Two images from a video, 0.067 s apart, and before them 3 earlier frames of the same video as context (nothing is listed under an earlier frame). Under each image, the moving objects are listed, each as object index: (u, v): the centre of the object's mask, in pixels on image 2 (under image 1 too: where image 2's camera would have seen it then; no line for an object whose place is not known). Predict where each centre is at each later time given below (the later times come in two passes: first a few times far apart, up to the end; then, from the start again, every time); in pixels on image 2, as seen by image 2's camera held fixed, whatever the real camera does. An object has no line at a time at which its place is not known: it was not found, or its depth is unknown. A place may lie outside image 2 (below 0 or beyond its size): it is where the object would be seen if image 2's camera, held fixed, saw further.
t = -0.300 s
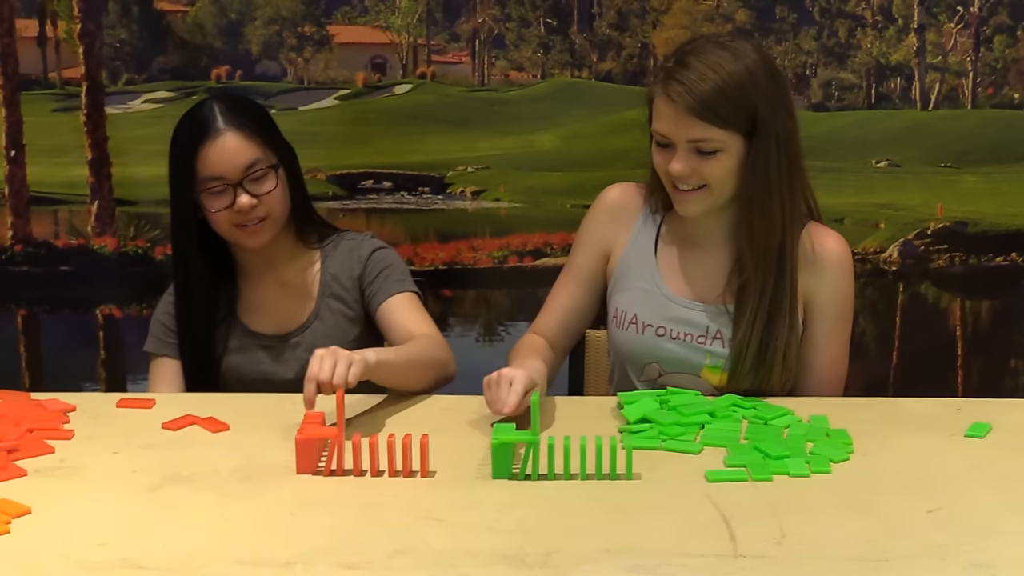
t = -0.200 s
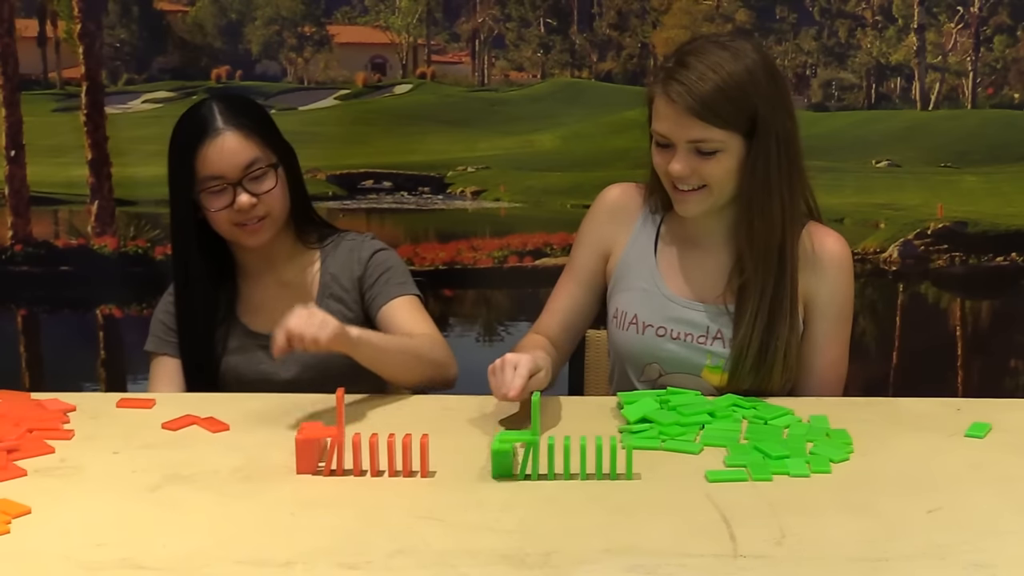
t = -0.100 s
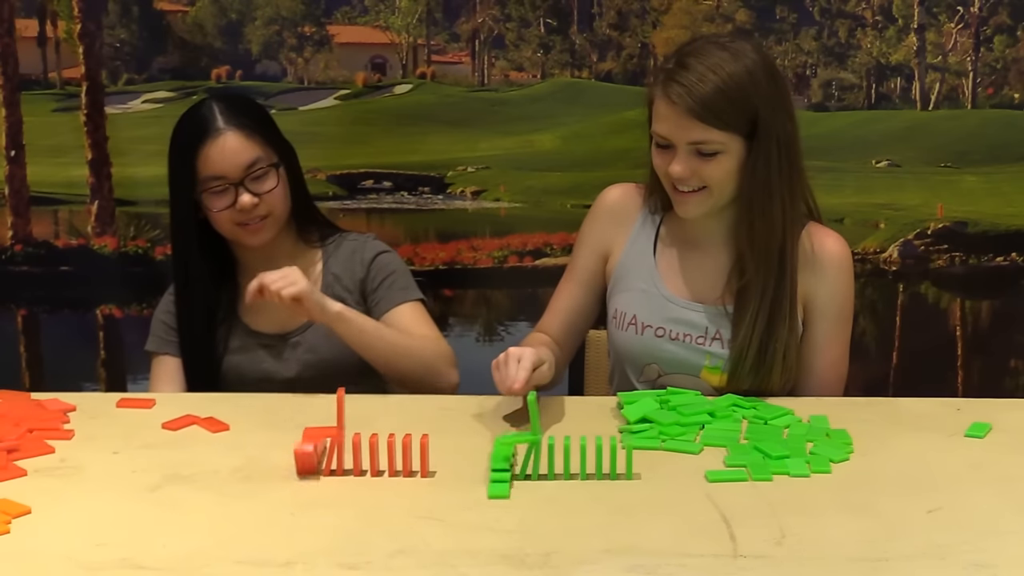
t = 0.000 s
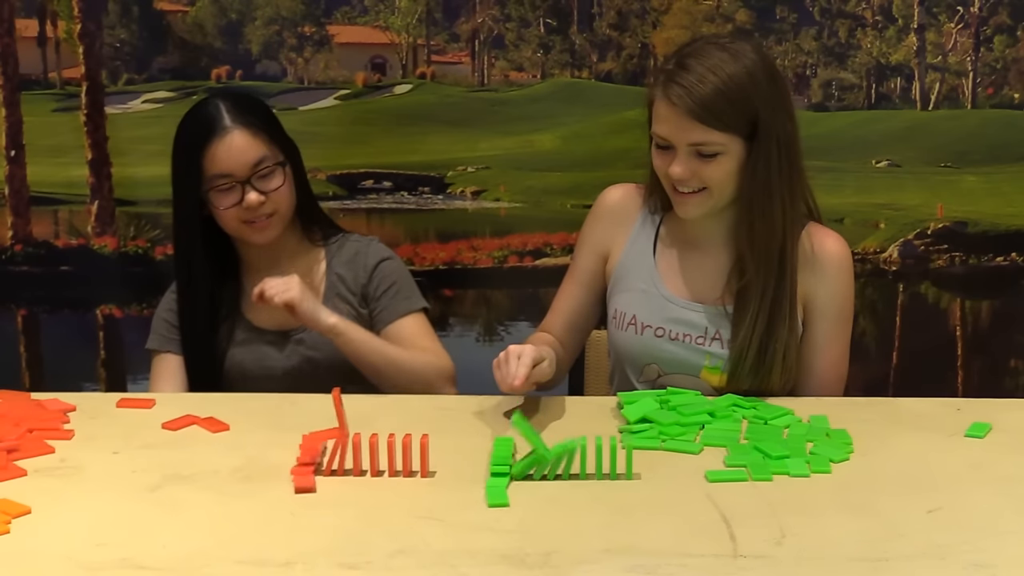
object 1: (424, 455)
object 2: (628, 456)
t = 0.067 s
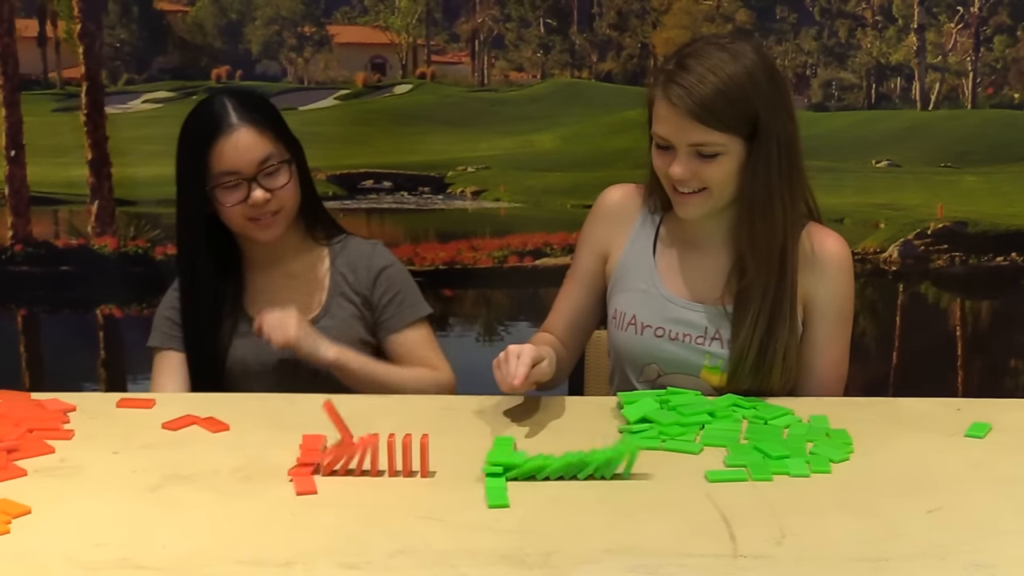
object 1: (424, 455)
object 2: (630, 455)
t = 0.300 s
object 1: (458, 463)
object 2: (649, 473)
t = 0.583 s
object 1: (459, 462)
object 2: (649, 473)
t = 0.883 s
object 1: (459, 462)
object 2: (649, 473)
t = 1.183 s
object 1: (459, 462)
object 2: (649, 472)
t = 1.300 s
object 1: (459, 462)
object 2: (649, 472)
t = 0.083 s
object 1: (424, 455)
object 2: (629, 464)
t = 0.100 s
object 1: (424, 455)
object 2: (627, 469)
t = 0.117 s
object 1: (425, 455)
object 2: (629, 470)
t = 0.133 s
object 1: (425, 462)
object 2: (635, 469)
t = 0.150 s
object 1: (425, 465)
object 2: (639, 470)
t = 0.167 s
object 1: (425, 462)
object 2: (642, 471)
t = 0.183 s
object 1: (452, 463)
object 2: (644, 471)
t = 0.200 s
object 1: (455, 464)
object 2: (646, 472)
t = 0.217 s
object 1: (456, 463)
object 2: (647, 472)
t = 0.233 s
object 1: (457, 463)
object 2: (648, 472)
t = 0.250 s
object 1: (458, 463)
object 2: (649, 473)
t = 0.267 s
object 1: (458, 463)
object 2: (649, 473)
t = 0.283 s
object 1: (458, 463)
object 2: (649, 473)
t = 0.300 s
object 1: (458, 463)
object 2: (649, 473)
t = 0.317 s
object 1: (458, 463)
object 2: (649, 473)
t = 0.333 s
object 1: (458, 463)
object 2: (649, 473)
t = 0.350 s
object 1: (458, 463)
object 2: (649, 473)
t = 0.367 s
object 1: (458, 462)
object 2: (649, 473)
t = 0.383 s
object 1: (458, 463)
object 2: (649, 473)
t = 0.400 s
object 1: (458, 463)
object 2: (649, 473)
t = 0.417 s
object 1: (459, 462)
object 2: (649, 473)
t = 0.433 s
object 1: (459, 462)
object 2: (649, 473)
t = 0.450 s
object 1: (459, 462)
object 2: (649, 473)
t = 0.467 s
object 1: (459, 462)
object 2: (649, 473)
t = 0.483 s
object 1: (459, 462)
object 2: (649, 473)
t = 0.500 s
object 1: (459, 462)
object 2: (649, 473)
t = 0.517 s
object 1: (459, 462)
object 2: (649, 473)
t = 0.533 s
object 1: (459, 462)
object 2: (649, 473)
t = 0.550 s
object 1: (459, 462)
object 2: (649, 473)
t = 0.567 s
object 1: (459, 462)
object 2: (649, 473)
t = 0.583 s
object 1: (459, 462)
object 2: (649, 473)
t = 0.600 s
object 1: (459, 462)
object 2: (649, 472)
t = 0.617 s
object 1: (459, 462)
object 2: (649, 473)
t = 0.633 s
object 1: (459, 462)
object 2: (649, 473)
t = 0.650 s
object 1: (459, 462)
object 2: (649, 473)
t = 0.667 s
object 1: (459, 462)
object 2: (649, 473)
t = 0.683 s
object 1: (459, 462)
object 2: (649, 473)
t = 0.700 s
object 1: (459, 462)
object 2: (649, 473)
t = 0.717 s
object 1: (459, 462)
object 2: (649, 473)
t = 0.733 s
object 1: (459, 462)
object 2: (649, 473)
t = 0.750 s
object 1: (459, 462)
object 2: (649, 473)
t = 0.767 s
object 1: (459, 462)
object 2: (649, 472)
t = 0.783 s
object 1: (459, 462)
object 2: (649, 472)
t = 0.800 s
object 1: (459, 462)
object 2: (649, 473)
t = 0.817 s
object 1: (459, 462)
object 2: (649, 473)
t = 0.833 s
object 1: (458, 462)
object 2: (649, 472)
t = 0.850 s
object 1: (459, 462)
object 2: (649, 473)
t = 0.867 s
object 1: (459, 462)
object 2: (649, 473)
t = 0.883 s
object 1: (459, 462)
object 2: (649, 473)
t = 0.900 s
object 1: (459, 462)
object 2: (649, 473)
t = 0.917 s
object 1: (459, 462)
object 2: (649, 472)
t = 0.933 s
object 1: (459, 462)
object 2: (649, 472)
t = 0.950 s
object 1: (459, 462)
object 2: (649, 472)
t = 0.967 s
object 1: (459, 462)
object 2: (649, 472)
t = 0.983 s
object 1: (459, 462)
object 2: (649, 472)
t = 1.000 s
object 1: (459, 462)
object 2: (649, 472)
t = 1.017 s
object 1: (459, 462)
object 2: (649, 472)
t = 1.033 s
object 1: (459, 462)
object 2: (649, 472)
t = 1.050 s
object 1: (459, 462)
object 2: (649, 472)
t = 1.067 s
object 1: (459, 462)
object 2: (649, 472)
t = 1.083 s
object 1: (459, 462)
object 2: (649, 472)
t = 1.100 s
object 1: (459, 462)
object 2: (649, 472)
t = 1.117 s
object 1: (459, 462)
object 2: (649, 472)
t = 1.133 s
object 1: (459, 462)
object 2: (649, 472)
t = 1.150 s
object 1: (459, 462)
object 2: (649, 472)
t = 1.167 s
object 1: (459, 462)
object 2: (649, 472)
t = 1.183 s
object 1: (459, 462)
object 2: (649, 472)
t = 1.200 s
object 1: (459, 462)
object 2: (649, 472)
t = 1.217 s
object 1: (459, 462)
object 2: (649, 472)
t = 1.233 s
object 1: (459, 462)
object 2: (649, 472)
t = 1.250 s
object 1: (459, 462)
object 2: (649, 472)
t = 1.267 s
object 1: (459, 462)
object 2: (649, 472)
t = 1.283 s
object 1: (459, 462)
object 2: (649, 472)
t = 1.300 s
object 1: (459, 462)
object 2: (649, 472)
